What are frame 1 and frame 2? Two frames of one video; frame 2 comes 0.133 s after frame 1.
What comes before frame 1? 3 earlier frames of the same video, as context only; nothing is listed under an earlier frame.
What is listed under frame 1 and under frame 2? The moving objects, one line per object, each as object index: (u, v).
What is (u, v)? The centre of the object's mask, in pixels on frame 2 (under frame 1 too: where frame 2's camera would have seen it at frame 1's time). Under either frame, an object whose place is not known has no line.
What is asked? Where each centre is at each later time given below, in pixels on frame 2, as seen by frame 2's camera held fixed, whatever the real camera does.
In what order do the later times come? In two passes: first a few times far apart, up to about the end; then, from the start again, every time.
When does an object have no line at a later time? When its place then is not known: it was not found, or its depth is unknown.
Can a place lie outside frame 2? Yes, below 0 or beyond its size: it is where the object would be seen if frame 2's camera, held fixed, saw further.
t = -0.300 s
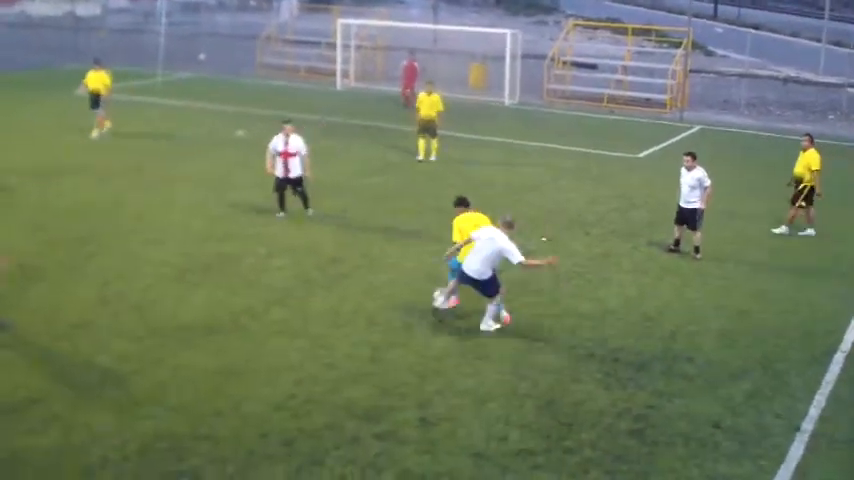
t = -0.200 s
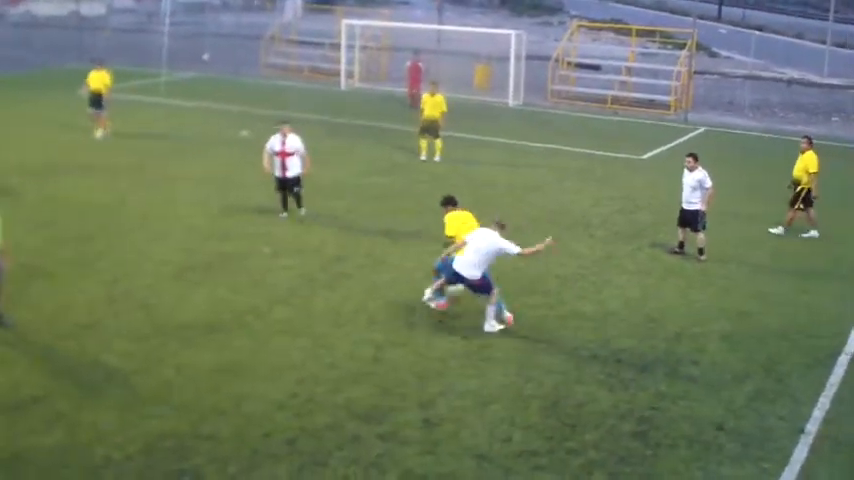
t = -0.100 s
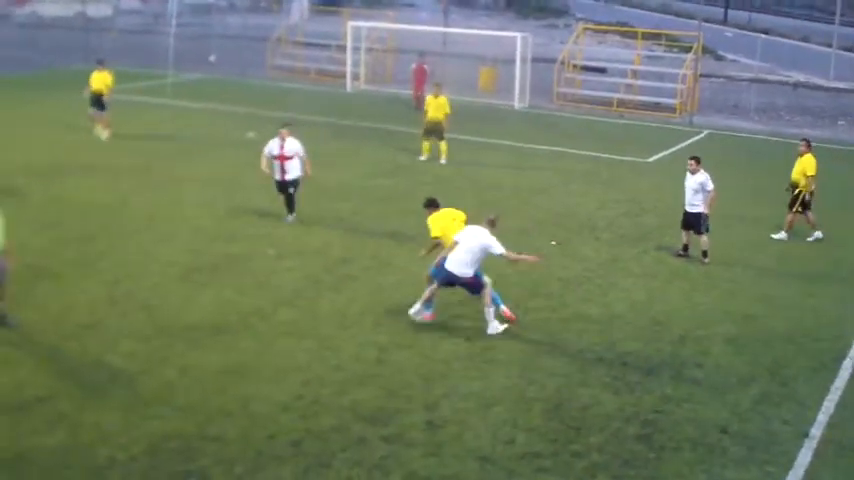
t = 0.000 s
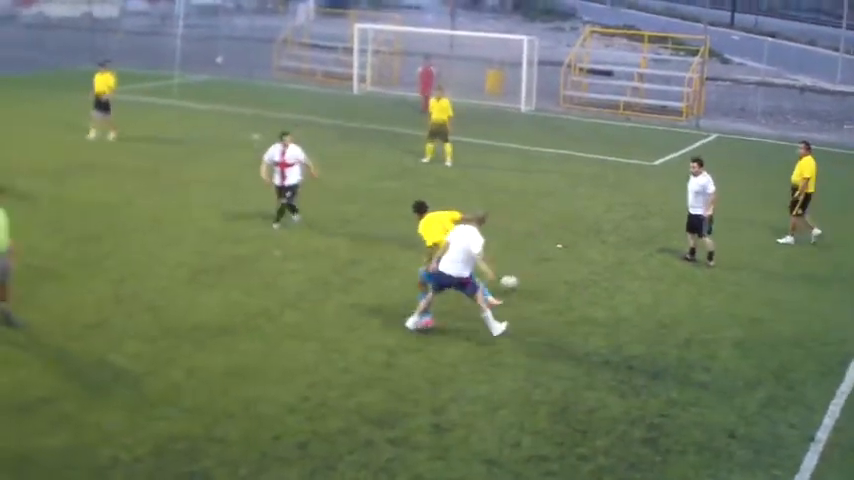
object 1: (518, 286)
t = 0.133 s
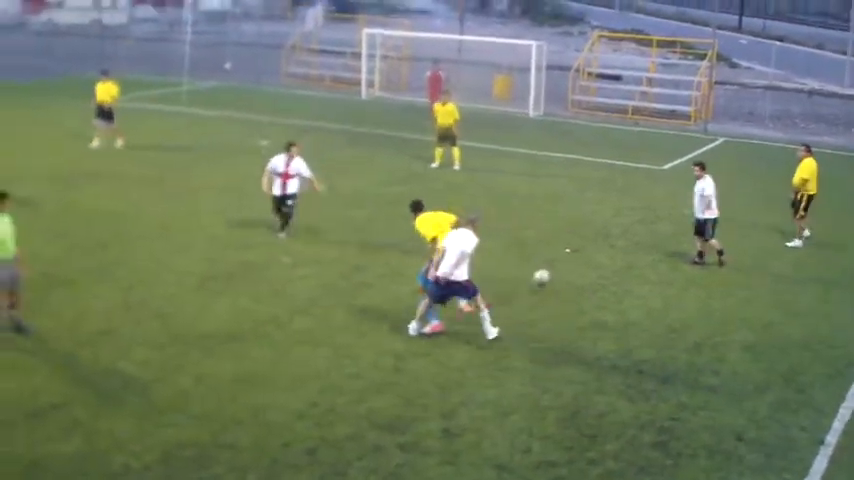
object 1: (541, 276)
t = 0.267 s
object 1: (562, 272)
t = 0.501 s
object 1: (598, 265)
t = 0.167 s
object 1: (547, 275)
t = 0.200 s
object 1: (552, 273)
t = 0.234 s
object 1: (557, 272)
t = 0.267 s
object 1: (562, 272)
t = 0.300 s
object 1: (567, 272)
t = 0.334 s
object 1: (573, 274)
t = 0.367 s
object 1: (578, 272)
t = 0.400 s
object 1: (583, 270)
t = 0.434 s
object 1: (588, 267)
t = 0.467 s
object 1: (593, 265)
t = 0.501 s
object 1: (598, 265)
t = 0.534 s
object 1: (603, 265)
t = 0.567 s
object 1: (608, 265)
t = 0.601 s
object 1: (613, 263)
